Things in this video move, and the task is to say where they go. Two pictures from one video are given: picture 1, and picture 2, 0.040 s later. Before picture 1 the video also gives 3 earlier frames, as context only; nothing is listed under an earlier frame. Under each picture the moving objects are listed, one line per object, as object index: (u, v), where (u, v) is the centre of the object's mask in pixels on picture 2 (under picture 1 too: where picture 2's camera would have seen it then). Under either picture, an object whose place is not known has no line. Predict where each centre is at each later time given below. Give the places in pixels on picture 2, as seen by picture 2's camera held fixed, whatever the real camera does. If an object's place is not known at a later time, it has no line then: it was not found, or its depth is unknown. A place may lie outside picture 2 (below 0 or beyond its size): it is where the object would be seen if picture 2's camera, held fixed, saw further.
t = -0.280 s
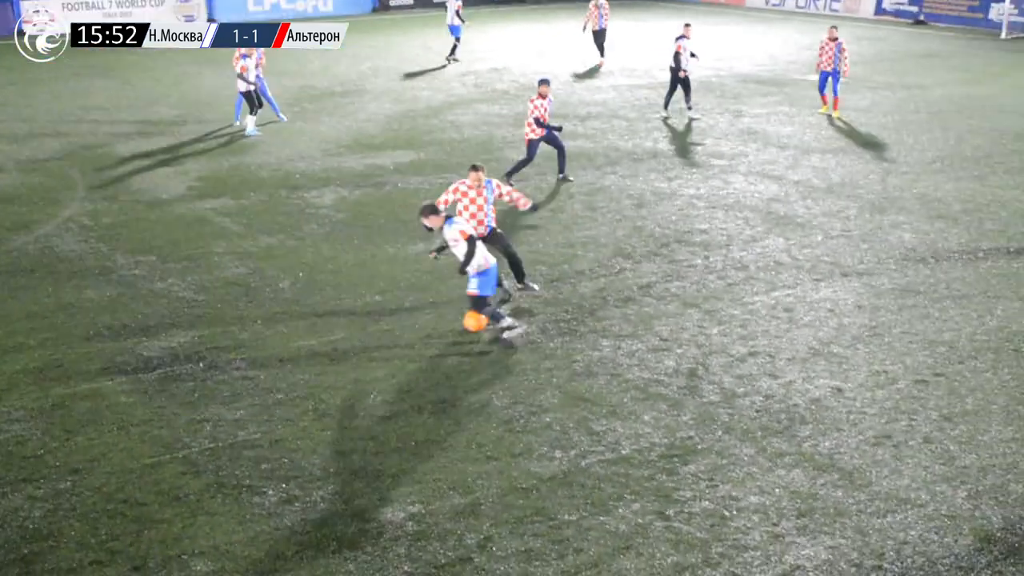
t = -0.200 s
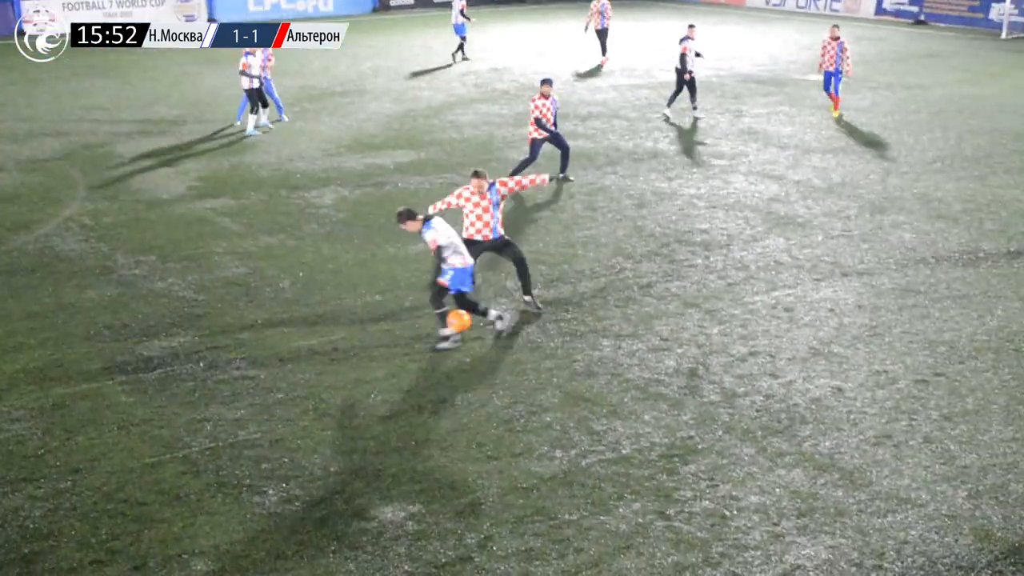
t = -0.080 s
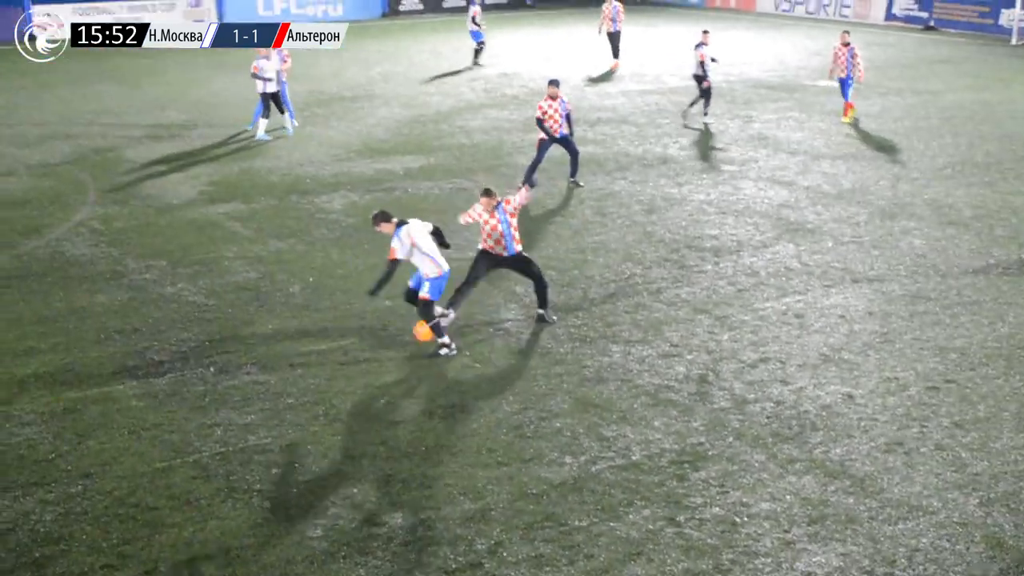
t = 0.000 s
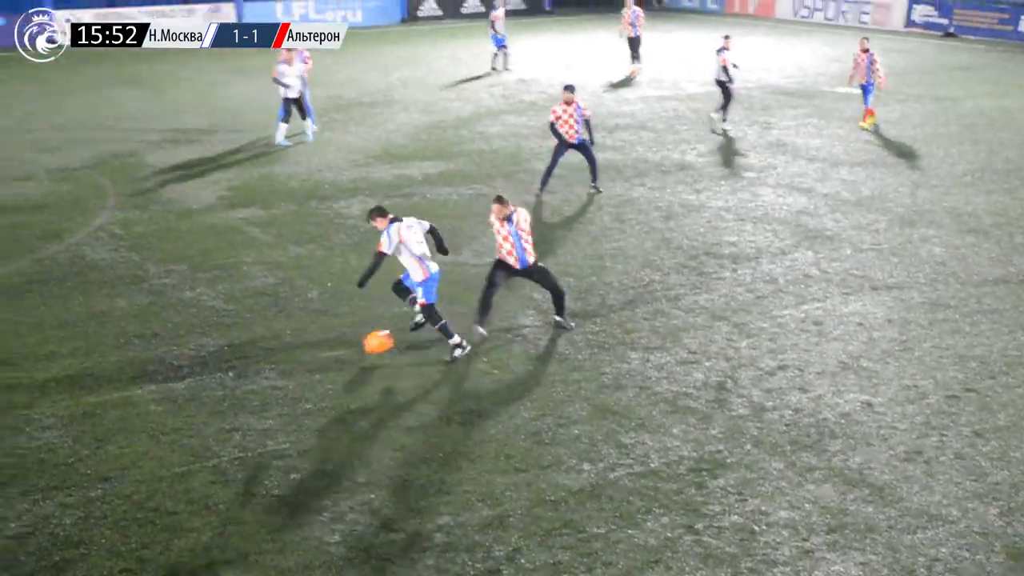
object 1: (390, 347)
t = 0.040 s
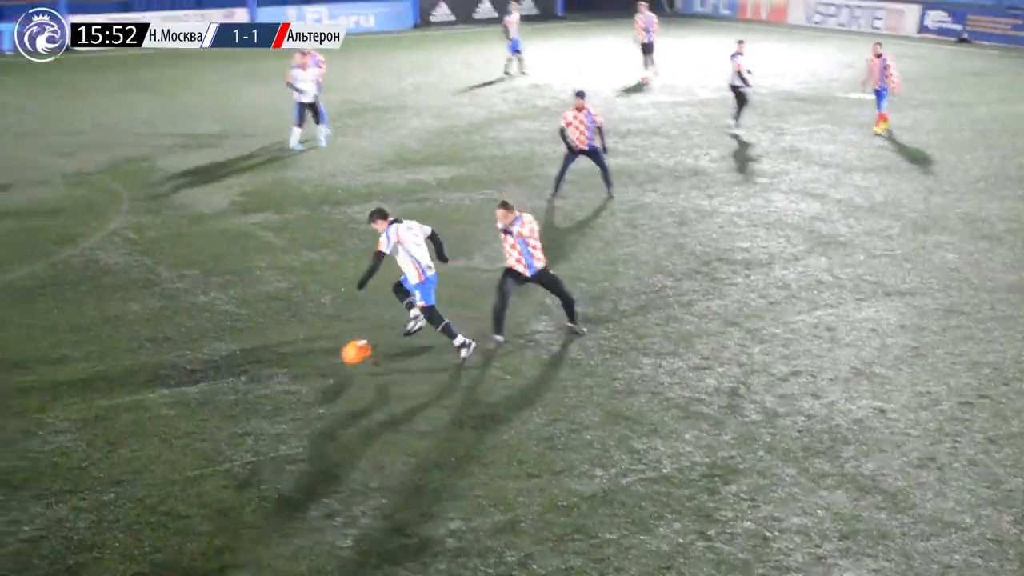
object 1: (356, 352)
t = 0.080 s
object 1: (321, 359)
